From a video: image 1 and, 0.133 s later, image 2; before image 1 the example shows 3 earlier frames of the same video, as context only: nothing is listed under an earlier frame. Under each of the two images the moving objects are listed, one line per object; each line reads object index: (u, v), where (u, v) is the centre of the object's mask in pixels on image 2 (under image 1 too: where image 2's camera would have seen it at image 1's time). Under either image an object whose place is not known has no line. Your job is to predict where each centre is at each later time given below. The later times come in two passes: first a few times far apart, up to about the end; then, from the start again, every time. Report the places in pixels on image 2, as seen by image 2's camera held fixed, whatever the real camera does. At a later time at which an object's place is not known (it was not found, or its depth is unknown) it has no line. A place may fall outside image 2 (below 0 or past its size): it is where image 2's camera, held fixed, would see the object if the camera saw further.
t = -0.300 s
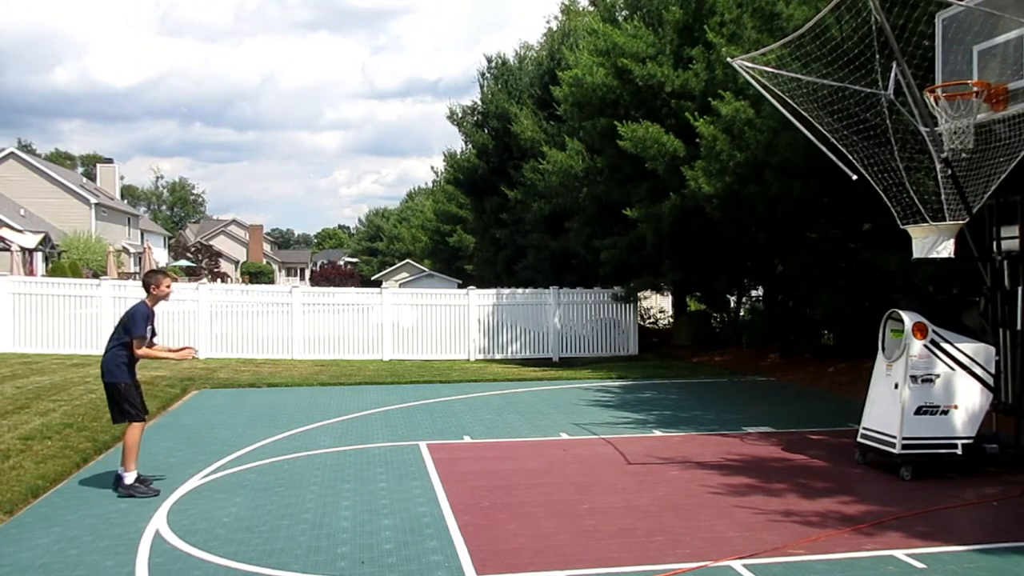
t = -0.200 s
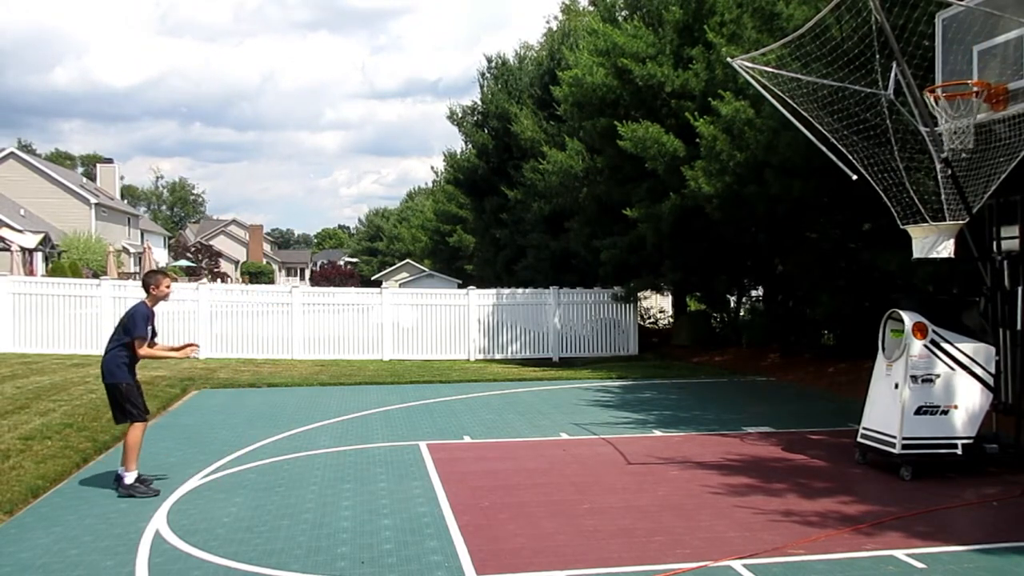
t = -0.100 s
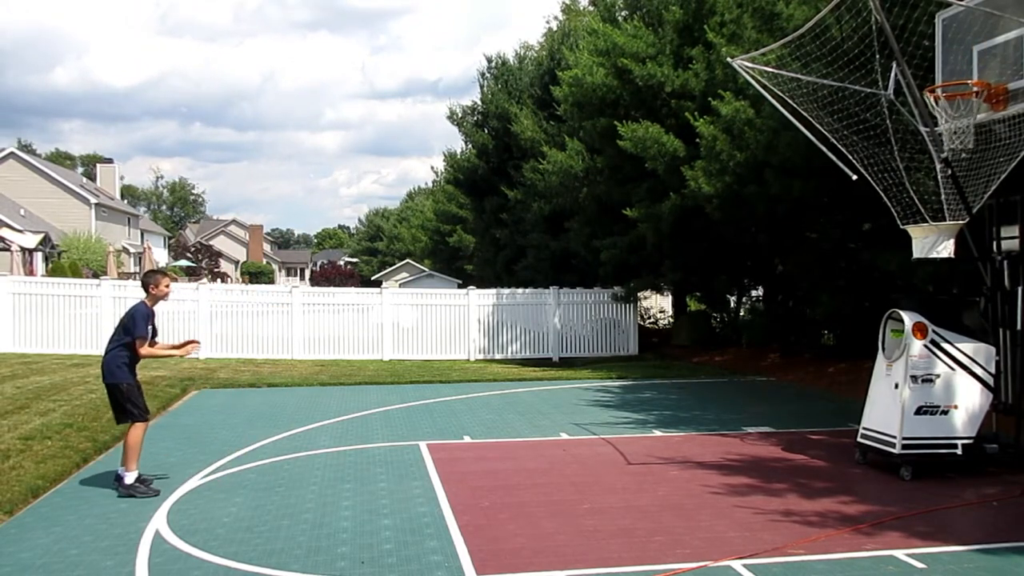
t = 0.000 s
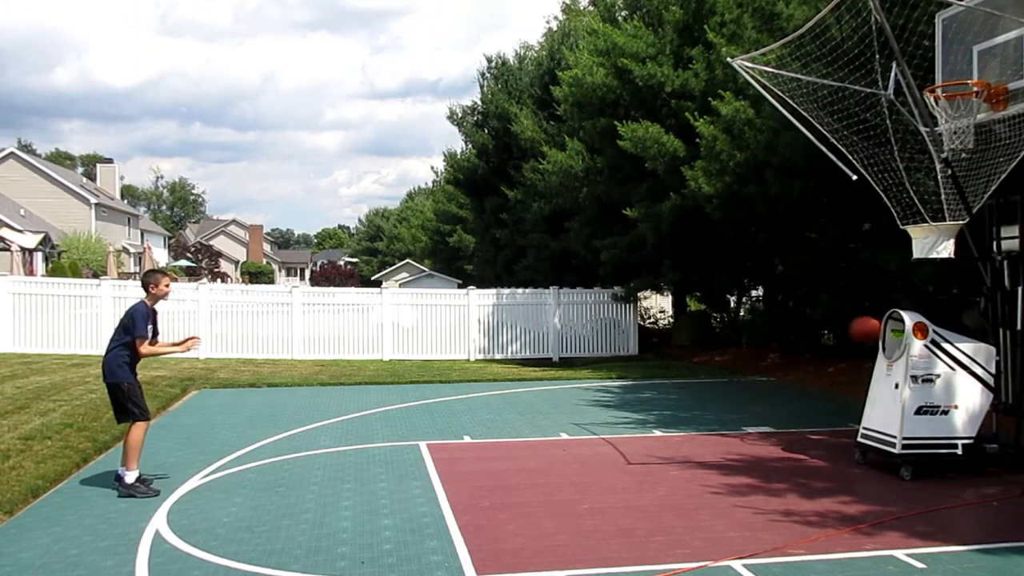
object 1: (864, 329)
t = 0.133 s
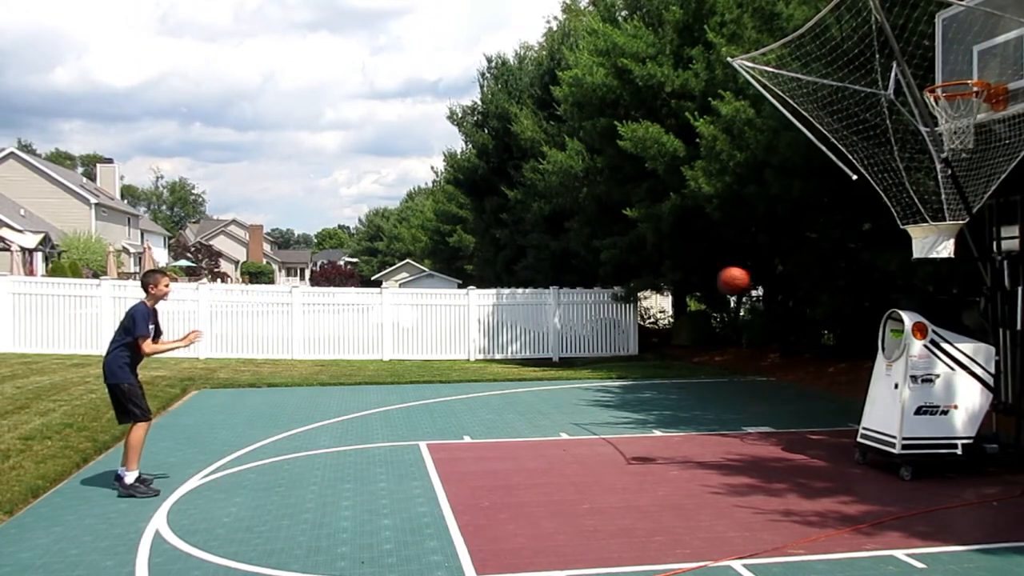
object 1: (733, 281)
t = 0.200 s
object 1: (665, 265)
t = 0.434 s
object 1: (422, 248)
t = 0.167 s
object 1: (699, 272)
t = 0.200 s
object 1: (665, 265)
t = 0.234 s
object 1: (631, 258)
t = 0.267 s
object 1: (597, 253)
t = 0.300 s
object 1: (562, 250)
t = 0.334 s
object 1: (527, 247)
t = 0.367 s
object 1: (492, 247)
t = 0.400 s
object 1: (457, 248)
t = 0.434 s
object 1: (422, 248)
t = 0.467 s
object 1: (385, 251)
